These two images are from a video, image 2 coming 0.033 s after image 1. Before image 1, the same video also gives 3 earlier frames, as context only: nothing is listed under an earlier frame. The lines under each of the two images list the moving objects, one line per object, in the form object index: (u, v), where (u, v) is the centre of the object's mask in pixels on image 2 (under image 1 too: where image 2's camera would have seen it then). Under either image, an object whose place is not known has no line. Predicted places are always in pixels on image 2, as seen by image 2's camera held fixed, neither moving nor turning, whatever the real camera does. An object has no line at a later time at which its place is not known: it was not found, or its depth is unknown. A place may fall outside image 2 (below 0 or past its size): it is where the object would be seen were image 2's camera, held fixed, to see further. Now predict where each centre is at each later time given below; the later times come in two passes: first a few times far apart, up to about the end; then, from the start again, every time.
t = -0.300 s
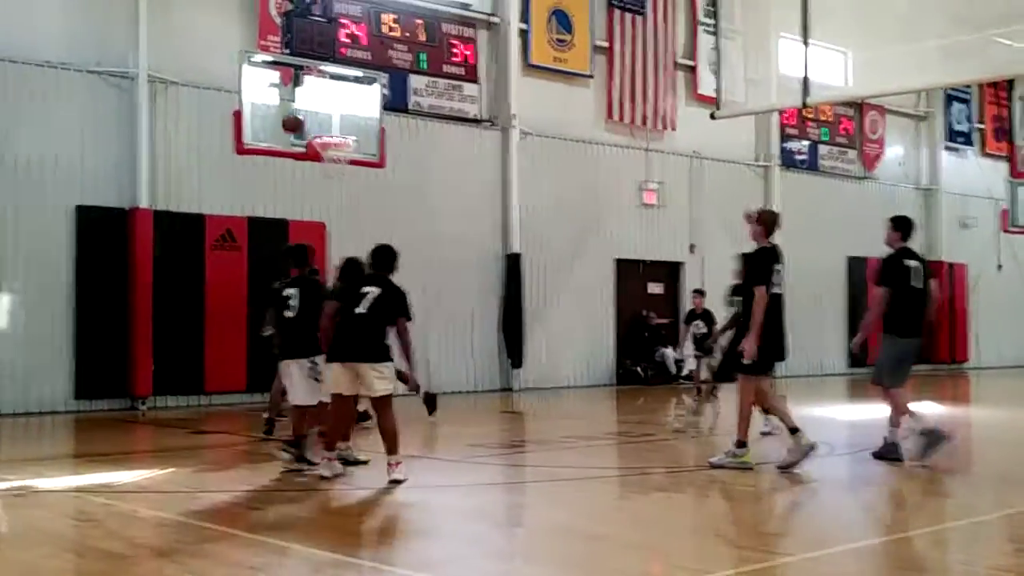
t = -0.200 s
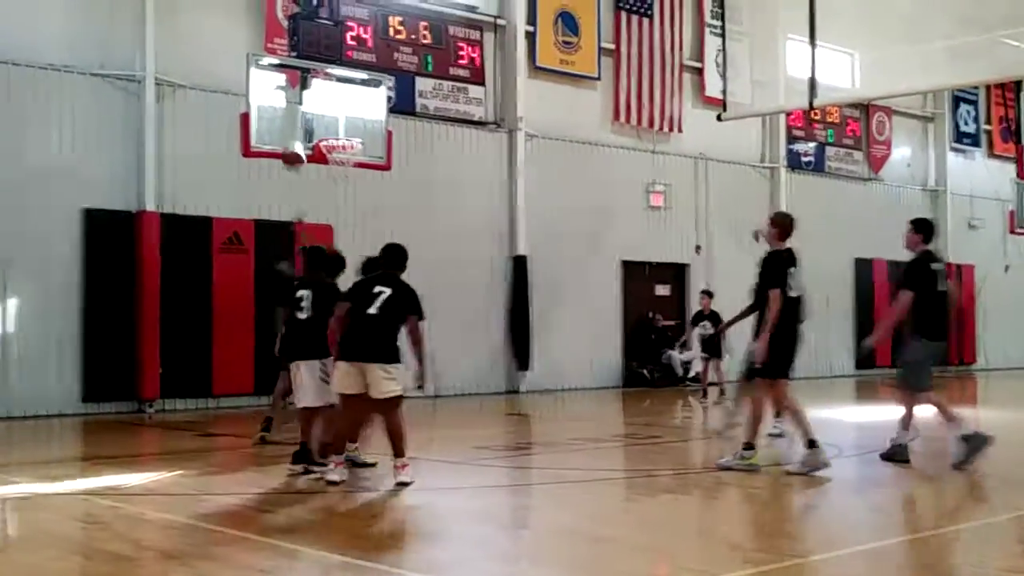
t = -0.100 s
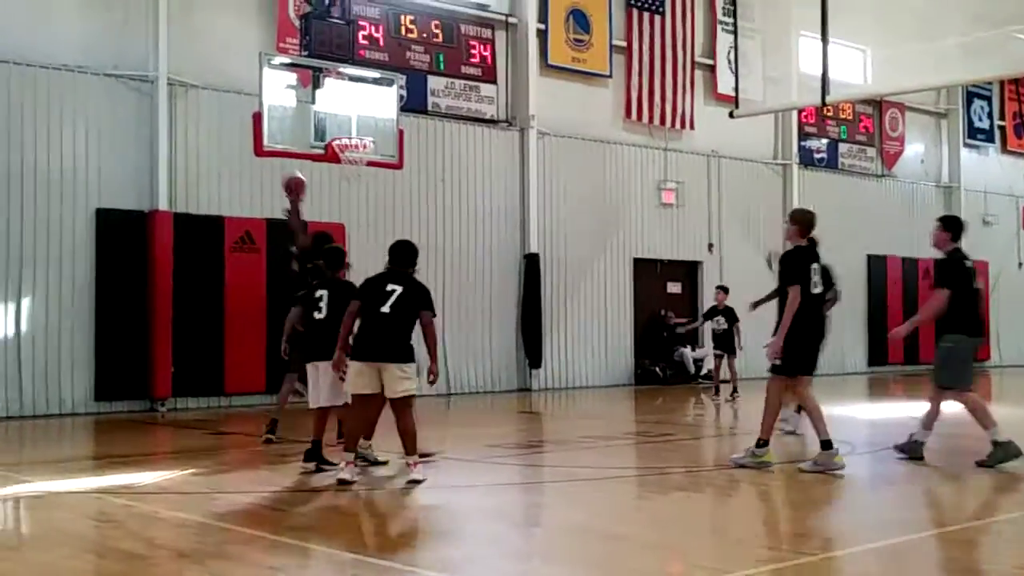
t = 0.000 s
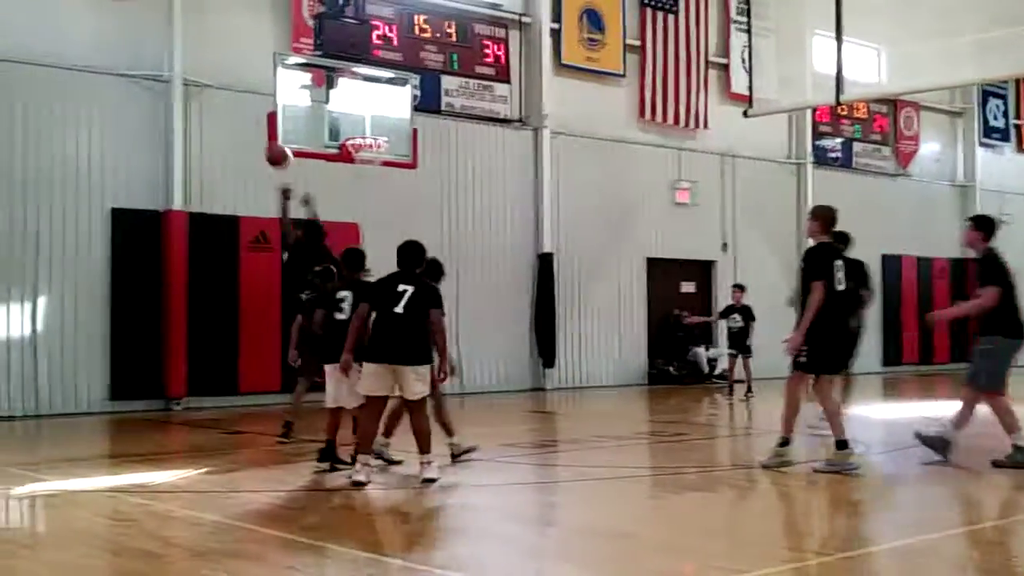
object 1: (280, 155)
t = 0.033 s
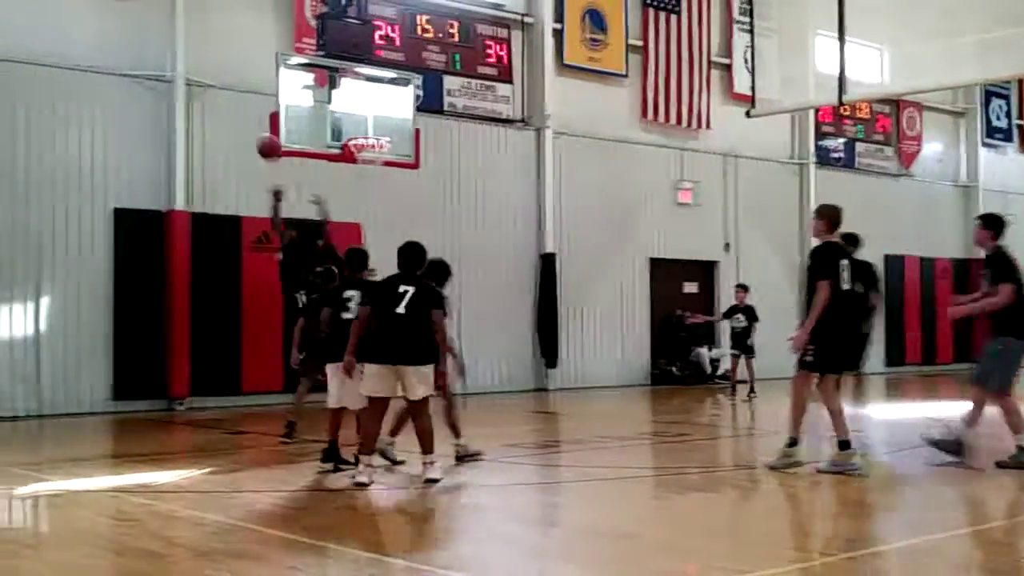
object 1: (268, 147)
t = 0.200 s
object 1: (212, 122)
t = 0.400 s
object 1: (140, 128)
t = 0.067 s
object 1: (257, 140)
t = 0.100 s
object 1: (247, 134)
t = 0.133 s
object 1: (235, 129)
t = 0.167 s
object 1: (223, 125)
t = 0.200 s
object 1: (212, 122)
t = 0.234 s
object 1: (200, 120)
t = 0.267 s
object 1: (188, 119)
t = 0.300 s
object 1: (176, 119)
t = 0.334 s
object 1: (163, 122)
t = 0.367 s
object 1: (152, 124)
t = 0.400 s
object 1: (140, 128)
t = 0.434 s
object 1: (127, 133)
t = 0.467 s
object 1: (114, 139)
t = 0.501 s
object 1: (101, 148)
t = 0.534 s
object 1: (88, 157)
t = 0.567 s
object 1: (74, 167)
